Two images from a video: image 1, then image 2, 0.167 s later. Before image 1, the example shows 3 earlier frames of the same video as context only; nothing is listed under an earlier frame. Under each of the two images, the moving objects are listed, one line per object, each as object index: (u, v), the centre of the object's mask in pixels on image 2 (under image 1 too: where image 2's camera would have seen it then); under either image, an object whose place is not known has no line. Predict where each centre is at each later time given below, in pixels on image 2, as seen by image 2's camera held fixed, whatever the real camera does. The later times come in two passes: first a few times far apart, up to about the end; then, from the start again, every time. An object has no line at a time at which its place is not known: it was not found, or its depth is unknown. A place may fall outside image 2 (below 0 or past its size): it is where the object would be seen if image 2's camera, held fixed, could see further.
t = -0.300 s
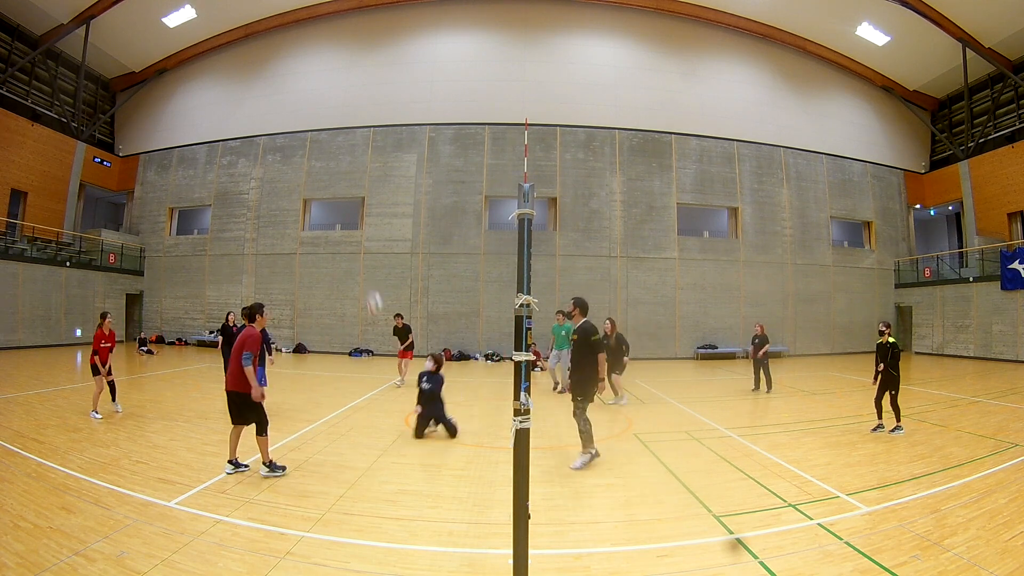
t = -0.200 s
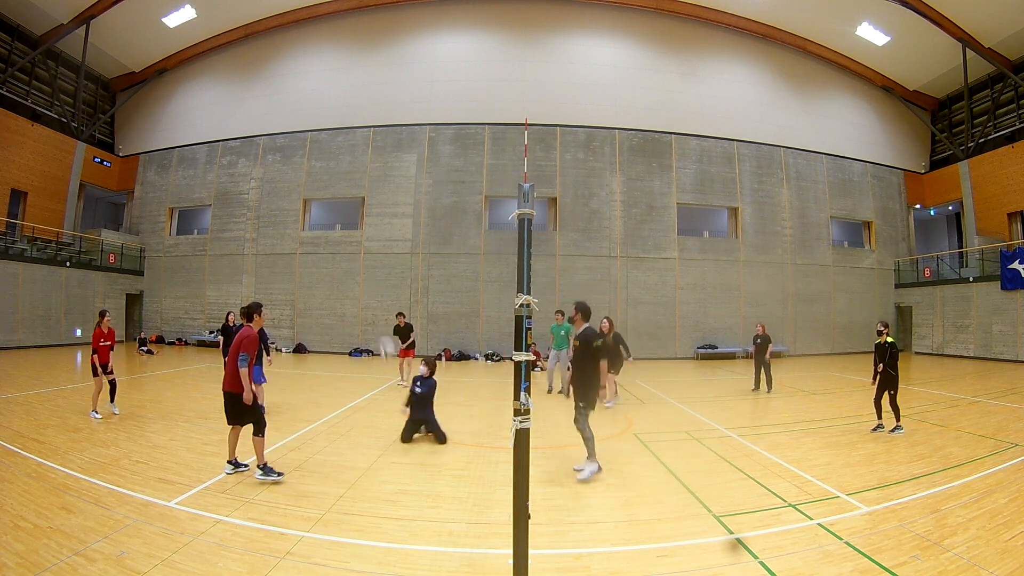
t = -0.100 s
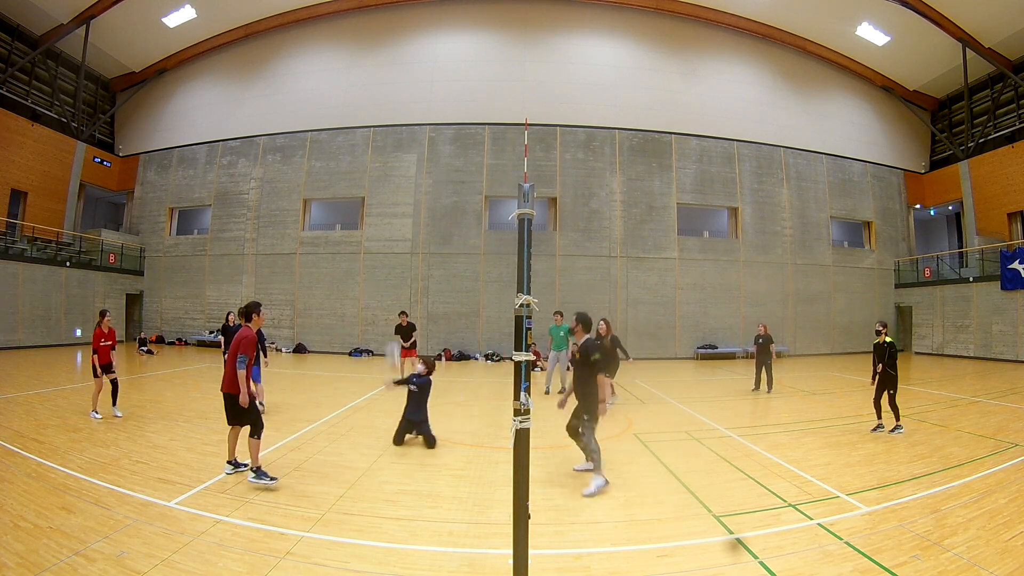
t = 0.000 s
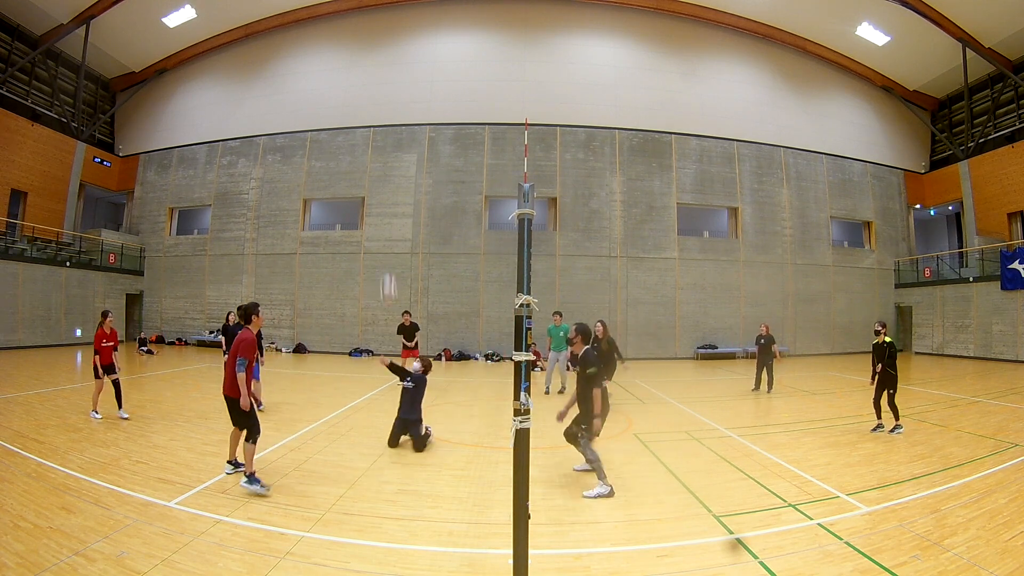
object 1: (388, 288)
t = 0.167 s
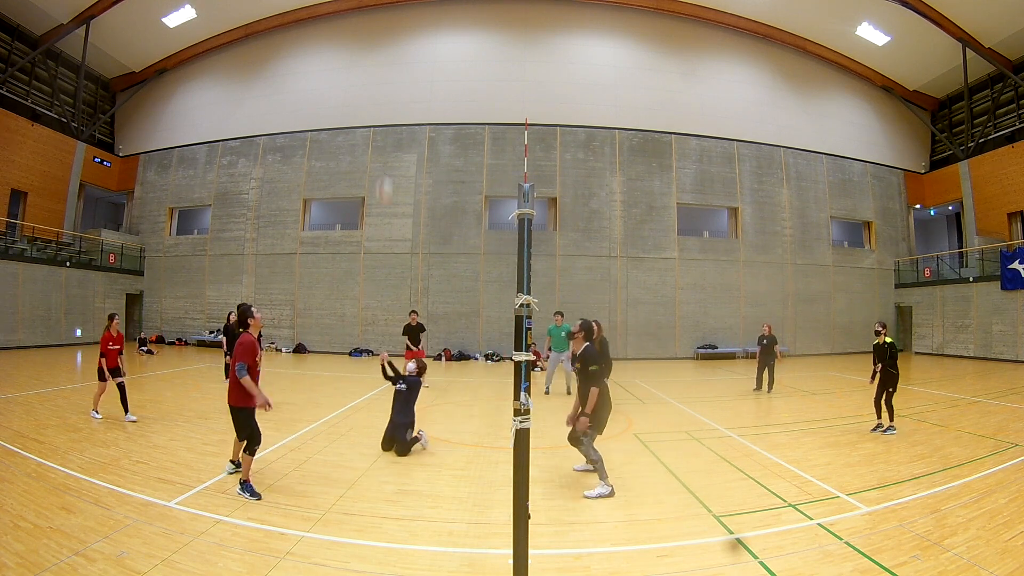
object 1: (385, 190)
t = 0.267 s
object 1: (383, 142)
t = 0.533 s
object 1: (381, 56)
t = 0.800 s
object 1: (372, 23)
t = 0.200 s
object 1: (383, 173)
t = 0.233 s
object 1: (383, 157)
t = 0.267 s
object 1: (383, 142)
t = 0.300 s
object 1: (384, 131)
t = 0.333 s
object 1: (384, 115)
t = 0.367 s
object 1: (383, 104)
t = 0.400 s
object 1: (383, 93)
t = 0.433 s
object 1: (382, 83)
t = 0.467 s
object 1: (382, 73)
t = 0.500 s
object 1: (381, 64)
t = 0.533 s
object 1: (381, 56)
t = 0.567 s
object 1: (380, 49)
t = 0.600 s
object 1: (379, 42)
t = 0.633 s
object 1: (379, 37)
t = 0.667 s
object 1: (378, 33)
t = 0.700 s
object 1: (376, 29)
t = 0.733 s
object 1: (375, 26)
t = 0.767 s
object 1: (374, 24)
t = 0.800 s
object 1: (372, 23)
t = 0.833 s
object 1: (370, 22)
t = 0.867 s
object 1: (369, 22)
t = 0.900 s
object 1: (366, 23)
